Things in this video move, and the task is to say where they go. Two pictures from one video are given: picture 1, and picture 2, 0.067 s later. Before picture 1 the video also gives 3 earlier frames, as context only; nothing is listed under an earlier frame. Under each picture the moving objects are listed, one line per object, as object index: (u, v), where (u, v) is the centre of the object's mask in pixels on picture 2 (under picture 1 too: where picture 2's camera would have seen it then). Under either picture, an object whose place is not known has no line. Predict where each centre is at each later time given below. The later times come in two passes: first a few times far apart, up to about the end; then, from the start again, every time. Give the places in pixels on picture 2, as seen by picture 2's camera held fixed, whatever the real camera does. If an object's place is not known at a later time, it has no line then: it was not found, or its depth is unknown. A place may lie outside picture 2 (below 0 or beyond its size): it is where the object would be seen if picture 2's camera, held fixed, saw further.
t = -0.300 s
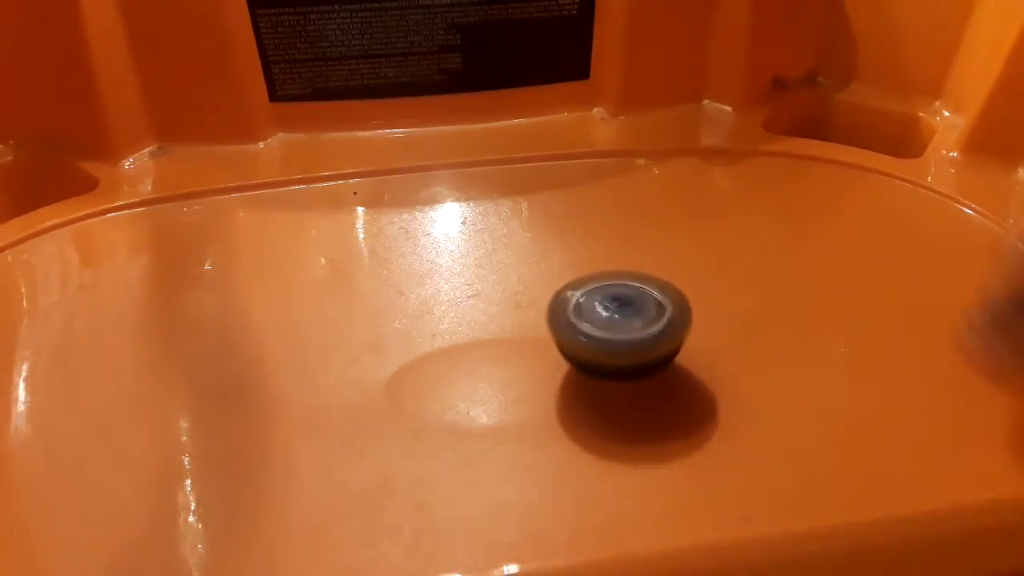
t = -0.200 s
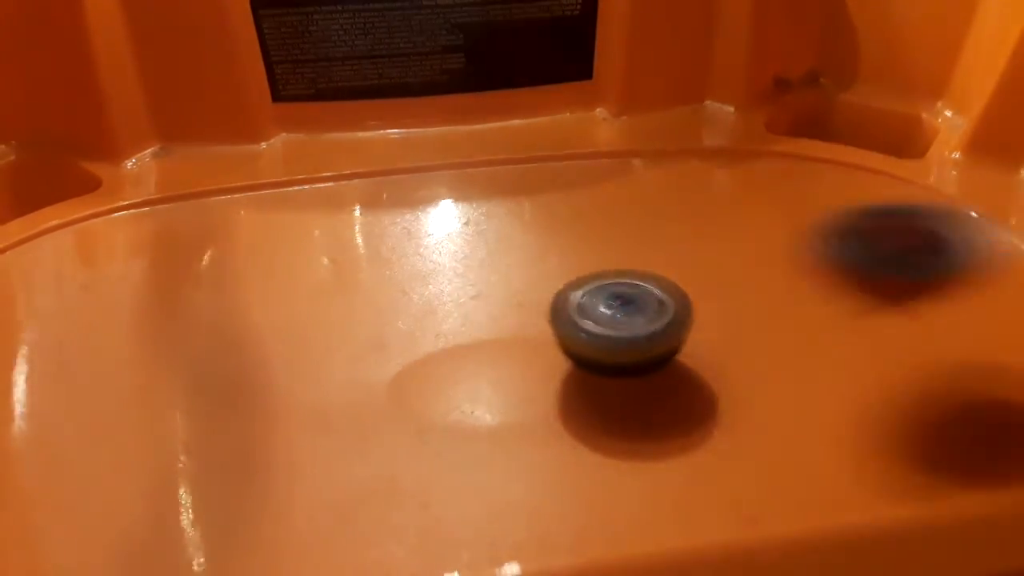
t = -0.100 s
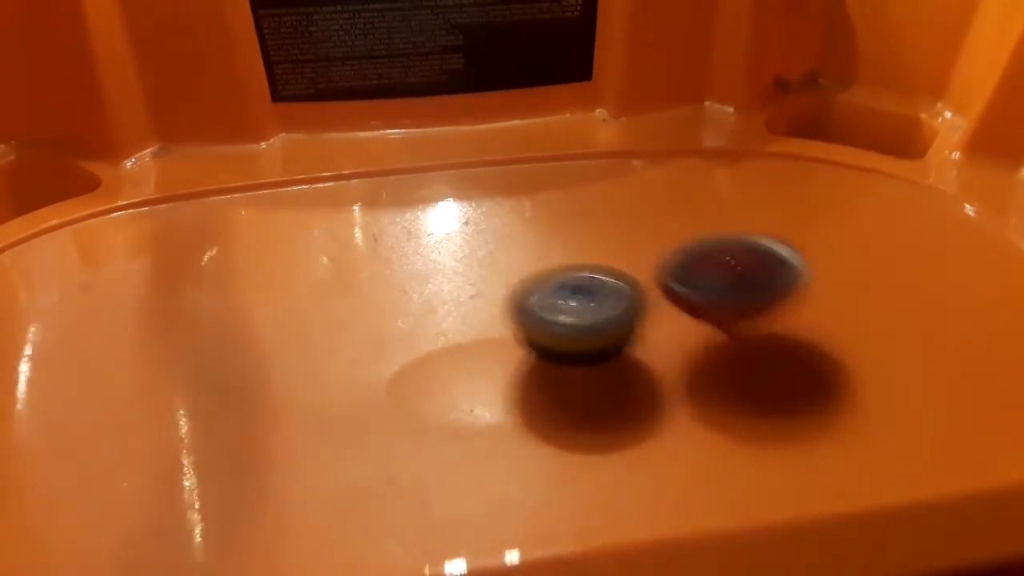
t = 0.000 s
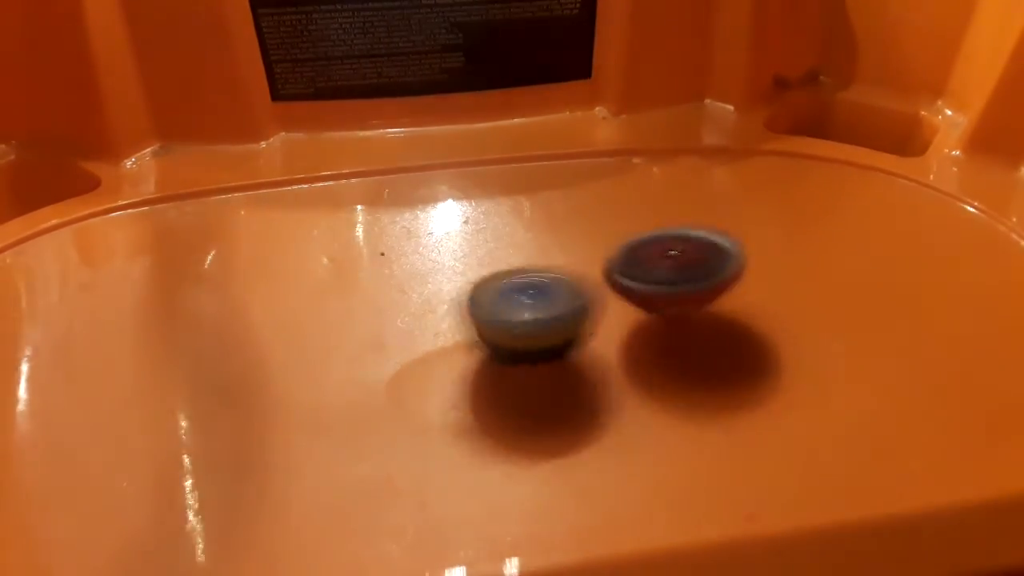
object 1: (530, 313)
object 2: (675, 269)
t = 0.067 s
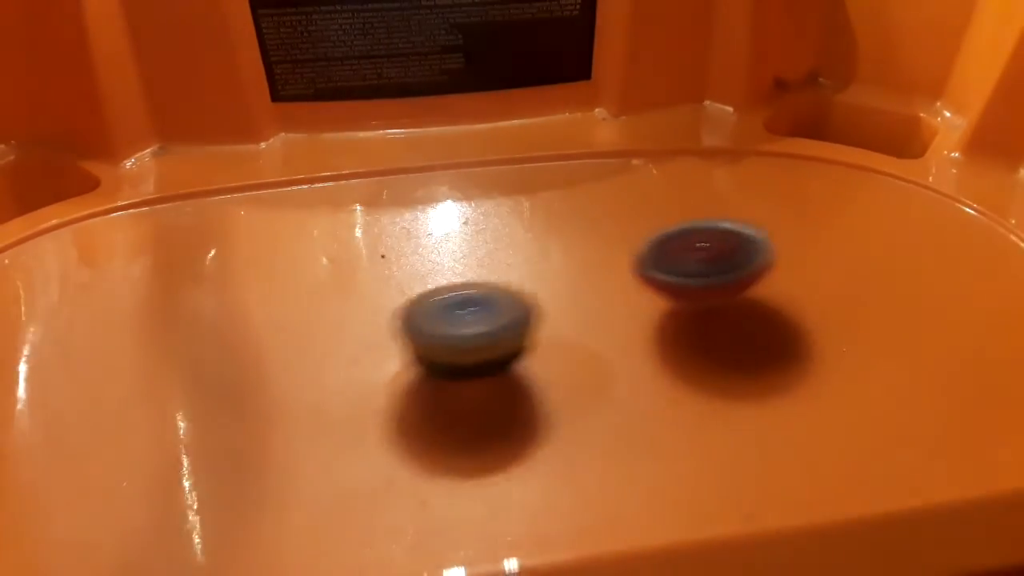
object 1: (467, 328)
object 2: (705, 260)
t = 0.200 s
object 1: (402, 339)
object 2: (770, 252)
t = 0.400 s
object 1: (327, 351)
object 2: (823, 252)
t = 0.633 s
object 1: (285, 362)
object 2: (861, 258)
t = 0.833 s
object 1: (279, 362)
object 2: (833, 279)
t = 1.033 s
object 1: (285, 356)
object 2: (741, 289)
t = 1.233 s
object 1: (303, 347)
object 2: (646, 280)
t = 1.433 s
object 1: (335, 339)
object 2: (580, 256)
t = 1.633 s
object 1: (373, 337)
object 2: (539, 241)
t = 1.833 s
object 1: (421, 330)
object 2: (503, 240)
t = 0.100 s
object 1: (446, 333)
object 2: (724, 257)
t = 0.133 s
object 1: (431, 335)
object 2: (741, 255)
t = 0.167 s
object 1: (416, 337)
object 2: (756, 254)
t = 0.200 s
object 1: (402, 339)
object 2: (770, 252)
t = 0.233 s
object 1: (388, 341)
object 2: (781, 251)
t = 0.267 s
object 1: (374, 342)
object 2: (792, 251)
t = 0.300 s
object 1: (363, 345)
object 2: (801, 251)
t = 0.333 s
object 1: (351, 347)
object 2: (809, 251)
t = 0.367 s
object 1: (339, 349)
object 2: (816, 252)
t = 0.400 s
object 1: (327, 351)
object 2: (823, 252)
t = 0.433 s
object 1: (316, 353)
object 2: (829, 253)
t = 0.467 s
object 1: (306, 355)
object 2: (836, 253)
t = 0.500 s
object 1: (298, 357)
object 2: (842, 253)
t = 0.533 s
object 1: (292, 359)
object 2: (847, 254)
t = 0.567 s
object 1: (289, 361)
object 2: (852, 255)
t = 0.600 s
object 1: (287, 362)
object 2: (857, 256)
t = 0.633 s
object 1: (285, 362)
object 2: (861, 258)
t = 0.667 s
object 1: (284, 363)
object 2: (864, 260)
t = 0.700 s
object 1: (282, 363)
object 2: (865, 263)
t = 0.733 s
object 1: (281, 363)
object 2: (862, 267)
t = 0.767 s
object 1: (280, 363)
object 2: (855, 272)
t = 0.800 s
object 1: (279, 363)
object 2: (845, 276)
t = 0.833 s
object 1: (279, 362)
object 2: (833, 279)
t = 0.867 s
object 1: (279, 362)
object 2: (820, 282)
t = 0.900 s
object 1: (279, 361)
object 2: (806, 284)
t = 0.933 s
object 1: (280, 360)
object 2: (790, 285)
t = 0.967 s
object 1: (281, 359)
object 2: (774, 288)
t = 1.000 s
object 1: (283, 358)
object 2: (758, 289)
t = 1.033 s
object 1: (285, 356)
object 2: (741, 289)
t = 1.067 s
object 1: (286, 355)
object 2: (725, 289)
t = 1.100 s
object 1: (289, 354)
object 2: (708, 288)
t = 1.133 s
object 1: (292, 352)
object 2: (691, 287)
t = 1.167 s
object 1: (295, 351)
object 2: (674, 285)
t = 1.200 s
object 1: (299, 349)
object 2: (660, 283)
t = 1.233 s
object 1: (303, 347)
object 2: (646, 280)
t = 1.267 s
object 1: (308, 346)
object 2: (633, 276)
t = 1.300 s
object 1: (313, 344)
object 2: (621, 272)
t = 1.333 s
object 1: (318, 343)
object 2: (609, 268)
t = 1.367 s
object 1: (323, 341)
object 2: (598, 263)
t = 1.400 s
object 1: (329, 340)
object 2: (588, 261)
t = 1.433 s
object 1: (335, 339)
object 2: (580, 256)
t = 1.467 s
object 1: (341, 339)
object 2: (572, 254)
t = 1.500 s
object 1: (346, 338)
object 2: (566, 250)
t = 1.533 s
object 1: (353, 337)
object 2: (559, 247)
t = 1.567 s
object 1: (360, 337)
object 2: (552, 245)
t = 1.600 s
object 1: (366, 337)
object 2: (546, 243)
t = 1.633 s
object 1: (373, 337)
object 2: (539, 241)
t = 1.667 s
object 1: (380, 337)
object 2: (533, 240)
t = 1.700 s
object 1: (388, 337)
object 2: (527, 240)
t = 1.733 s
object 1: (395, 335)
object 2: (522, 240)
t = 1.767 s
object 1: (404, 333)
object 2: (515, 240)
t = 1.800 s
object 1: (413, 332)
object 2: (509, 240)
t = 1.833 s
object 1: (421, 330)
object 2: (503, 240)
